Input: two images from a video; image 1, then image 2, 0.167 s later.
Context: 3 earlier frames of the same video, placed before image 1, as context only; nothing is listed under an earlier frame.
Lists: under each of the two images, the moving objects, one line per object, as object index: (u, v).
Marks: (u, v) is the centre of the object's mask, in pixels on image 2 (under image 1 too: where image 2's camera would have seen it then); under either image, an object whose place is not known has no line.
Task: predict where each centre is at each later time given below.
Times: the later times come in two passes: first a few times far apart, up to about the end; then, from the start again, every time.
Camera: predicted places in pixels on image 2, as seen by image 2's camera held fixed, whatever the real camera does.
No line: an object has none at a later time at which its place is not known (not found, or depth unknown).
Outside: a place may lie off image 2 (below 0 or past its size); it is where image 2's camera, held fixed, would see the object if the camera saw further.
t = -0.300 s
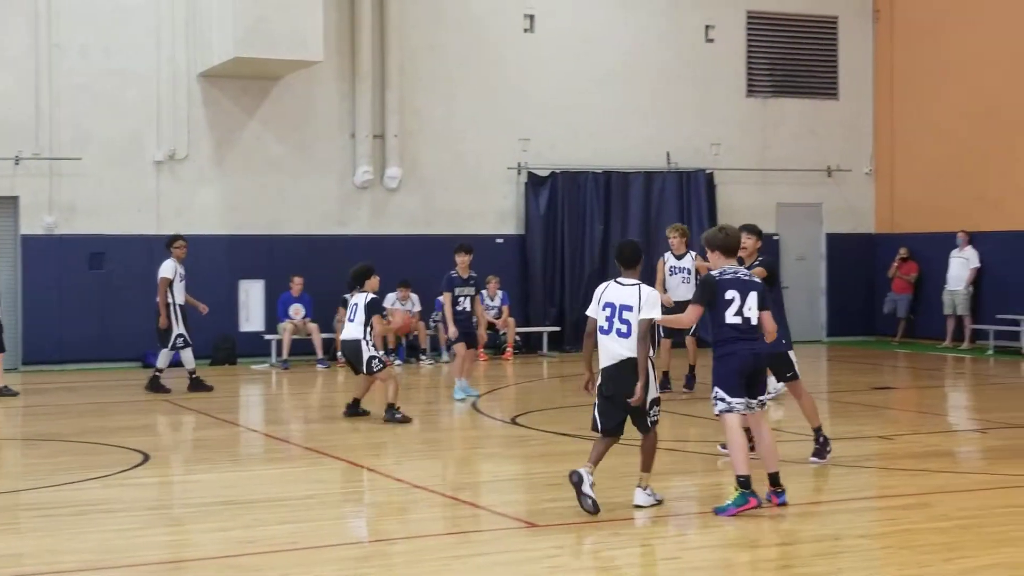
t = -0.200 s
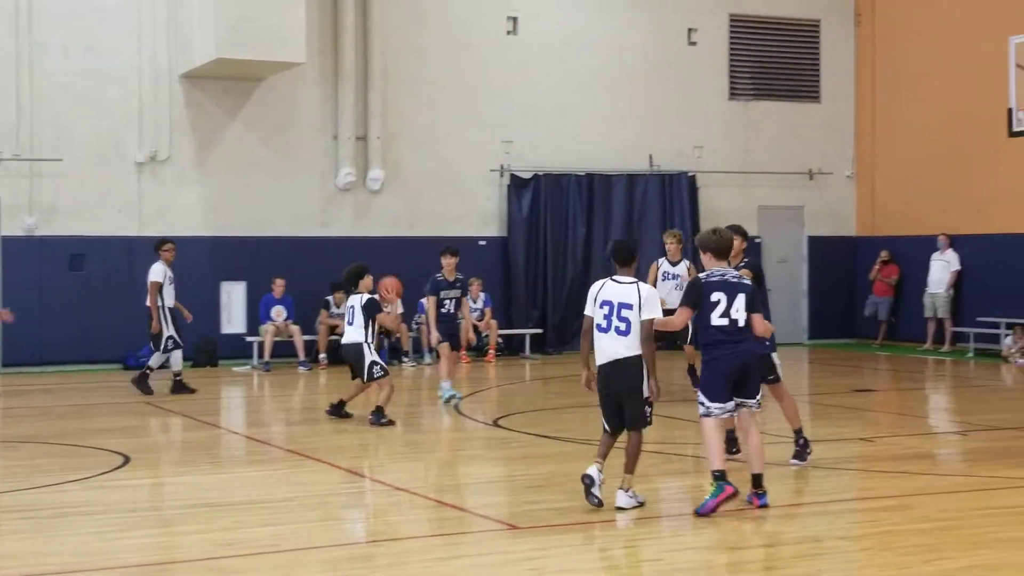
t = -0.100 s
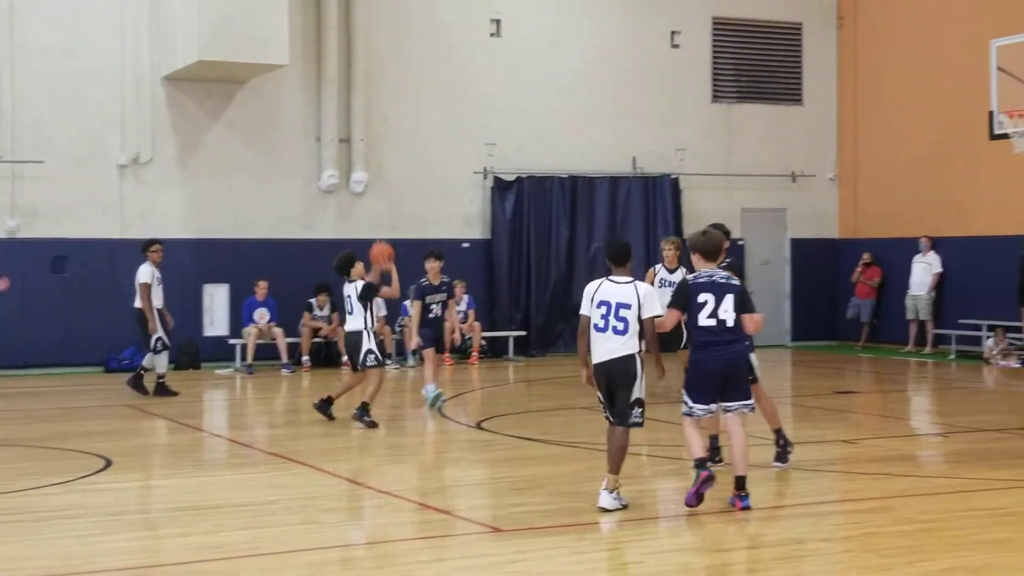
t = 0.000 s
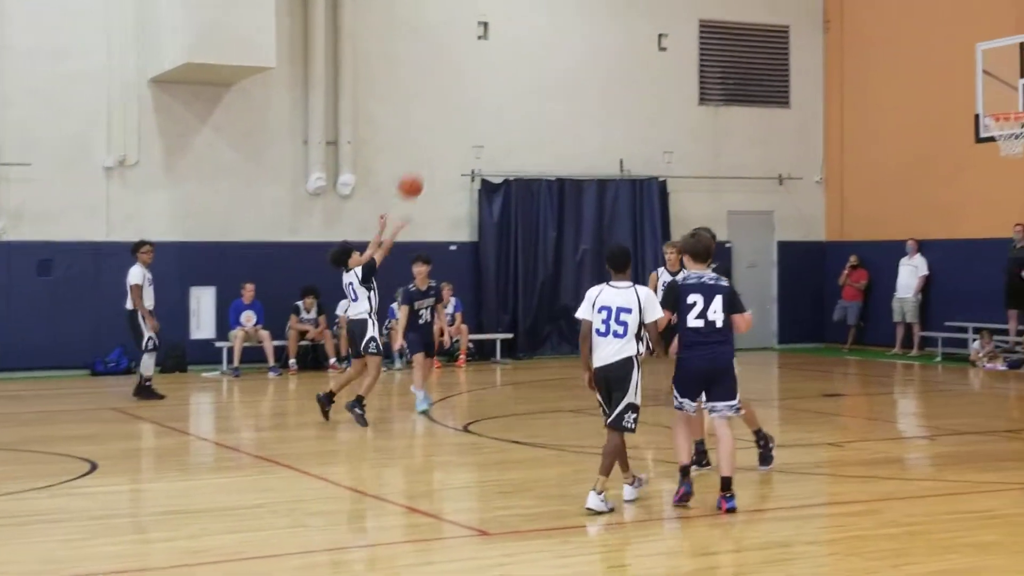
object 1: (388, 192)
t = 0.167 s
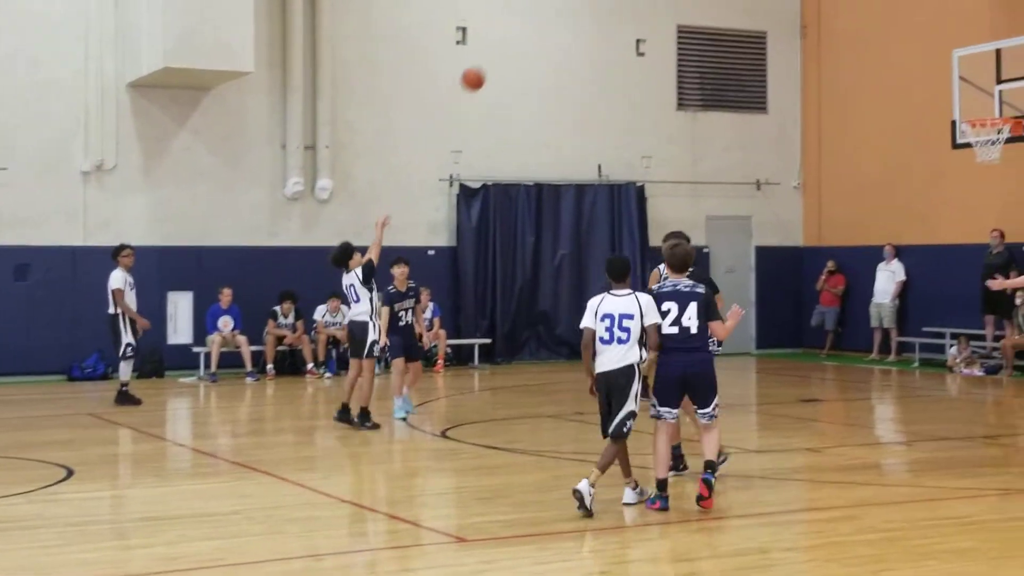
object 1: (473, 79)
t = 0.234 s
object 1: (506, 42)
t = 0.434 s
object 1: (601, -32)
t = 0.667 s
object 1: (707, -80)
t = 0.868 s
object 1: (791, -75)
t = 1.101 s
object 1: (890, -23)
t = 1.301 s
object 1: (973, 61)
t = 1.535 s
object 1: (993, 41)
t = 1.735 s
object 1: (969, -26)
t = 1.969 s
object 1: (942, -58)
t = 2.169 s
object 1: (916, -42)
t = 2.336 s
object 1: (895, 4)
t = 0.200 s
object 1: (489, 60)
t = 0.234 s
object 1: (506, 42)
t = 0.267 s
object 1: (522, 26)
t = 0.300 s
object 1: (538, 11)
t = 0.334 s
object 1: (554, -3)
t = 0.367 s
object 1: (570, -15)
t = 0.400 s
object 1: (585, -24)
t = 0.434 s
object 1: (601, -32)
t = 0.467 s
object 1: (616, -40)
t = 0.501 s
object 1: (632, -48)
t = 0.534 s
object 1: (646, -55)
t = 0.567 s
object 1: (661, -61)
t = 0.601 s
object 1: (676, -69)
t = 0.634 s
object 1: (693, -75)
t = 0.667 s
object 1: (707, -80)
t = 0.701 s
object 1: (722, -84)
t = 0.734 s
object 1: (736, -84)
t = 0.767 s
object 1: (750, -83)
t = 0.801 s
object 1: (764, -82)
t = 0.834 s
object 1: (778, -80)
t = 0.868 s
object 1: (791, -75)
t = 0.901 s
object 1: (806, -72)
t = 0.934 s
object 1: (821, -67)
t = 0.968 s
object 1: (835, -61)
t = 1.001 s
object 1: (848, -51)
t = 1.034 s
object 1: (862, -41)
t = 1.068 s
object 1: (876, -32)
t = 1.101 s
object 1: (890, -23)
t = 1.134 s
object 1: (905, -11)
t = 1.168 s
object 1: (918, 1)
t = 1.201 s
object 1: (932, 15)
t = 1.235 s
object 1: (945, 30)
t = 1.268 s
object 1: (960, 43)
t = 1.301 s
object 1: (973, 61)
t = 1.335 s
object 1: (986, 79)
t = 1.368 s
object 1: (1000, 96)
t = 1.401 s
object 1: (1007, 105)
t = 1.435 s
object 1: (1003, 87)
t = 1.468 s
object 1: (1000, 70)
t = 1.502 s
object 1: (996, 55)
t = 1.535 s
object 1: (993, 41)
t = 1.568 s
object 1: (988, 27)
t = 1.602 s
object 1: (984, 15)
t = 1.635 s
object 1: (981, 3)
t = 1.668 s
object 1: (977, -8)
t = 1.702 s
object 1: (973, -18)
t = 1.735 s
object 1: (969, -26)
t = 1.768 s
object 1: (965, -34)
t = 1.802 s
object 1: (962, -41)
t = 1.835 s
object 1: (958, -46)
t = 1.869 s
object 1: (954, -51)
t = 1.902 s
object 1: (950, -55)
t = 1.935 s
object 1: (946, -57)
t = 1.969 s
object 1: (942, -58)
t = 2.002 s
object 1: (937, -58)
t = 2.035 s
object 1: (934, -57)
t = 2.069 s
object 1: (929, -55)
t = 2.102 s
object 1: (925, -51)
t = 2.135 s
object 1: (921, -47)
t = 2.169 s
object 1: (916, -42)
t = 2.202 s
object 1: (912, -34)
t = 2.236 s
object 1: (908, -26)
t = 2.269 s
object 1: (904, -17)
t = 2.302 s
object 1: (900, -7)
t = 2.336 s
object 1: (895, 4)
